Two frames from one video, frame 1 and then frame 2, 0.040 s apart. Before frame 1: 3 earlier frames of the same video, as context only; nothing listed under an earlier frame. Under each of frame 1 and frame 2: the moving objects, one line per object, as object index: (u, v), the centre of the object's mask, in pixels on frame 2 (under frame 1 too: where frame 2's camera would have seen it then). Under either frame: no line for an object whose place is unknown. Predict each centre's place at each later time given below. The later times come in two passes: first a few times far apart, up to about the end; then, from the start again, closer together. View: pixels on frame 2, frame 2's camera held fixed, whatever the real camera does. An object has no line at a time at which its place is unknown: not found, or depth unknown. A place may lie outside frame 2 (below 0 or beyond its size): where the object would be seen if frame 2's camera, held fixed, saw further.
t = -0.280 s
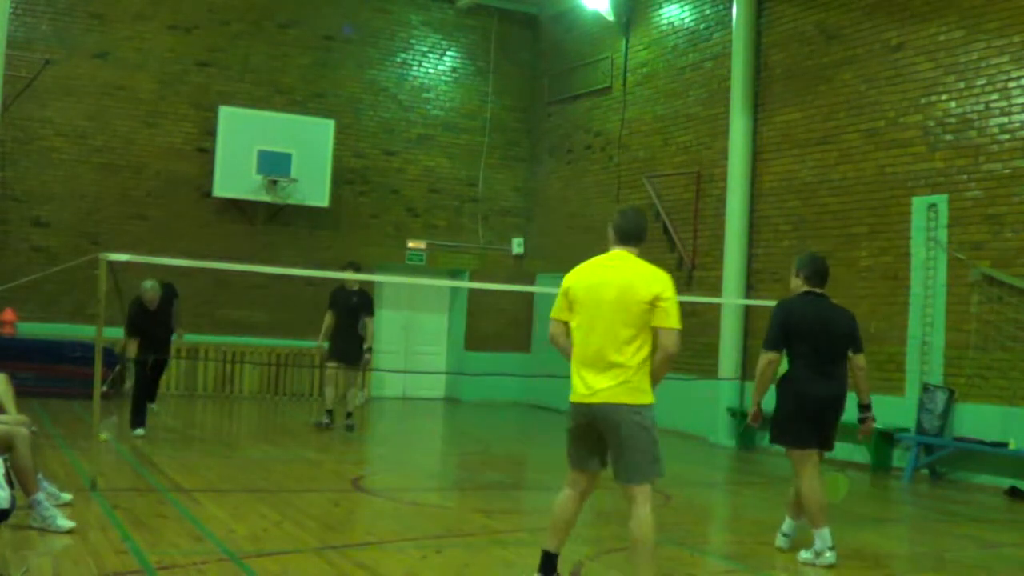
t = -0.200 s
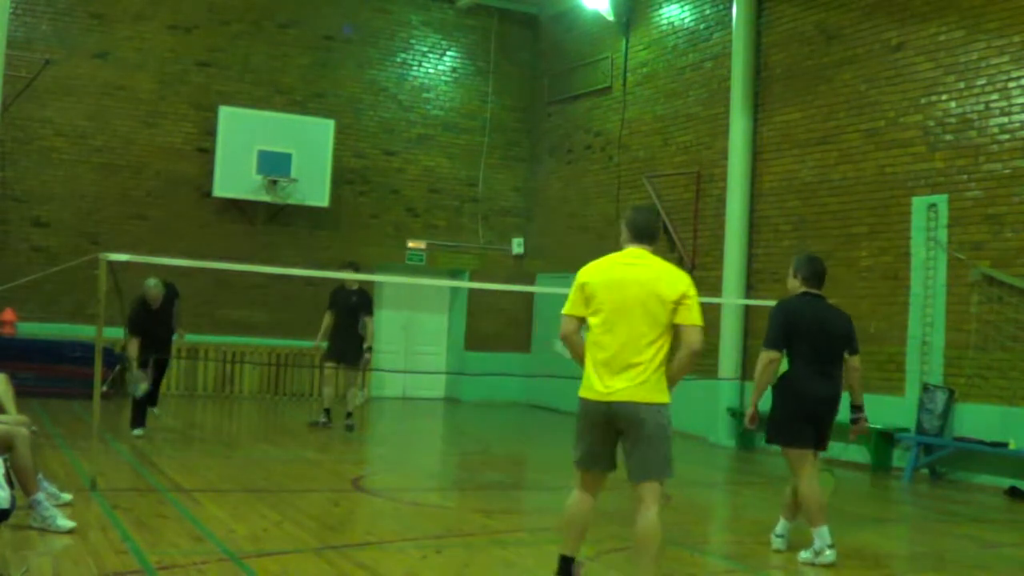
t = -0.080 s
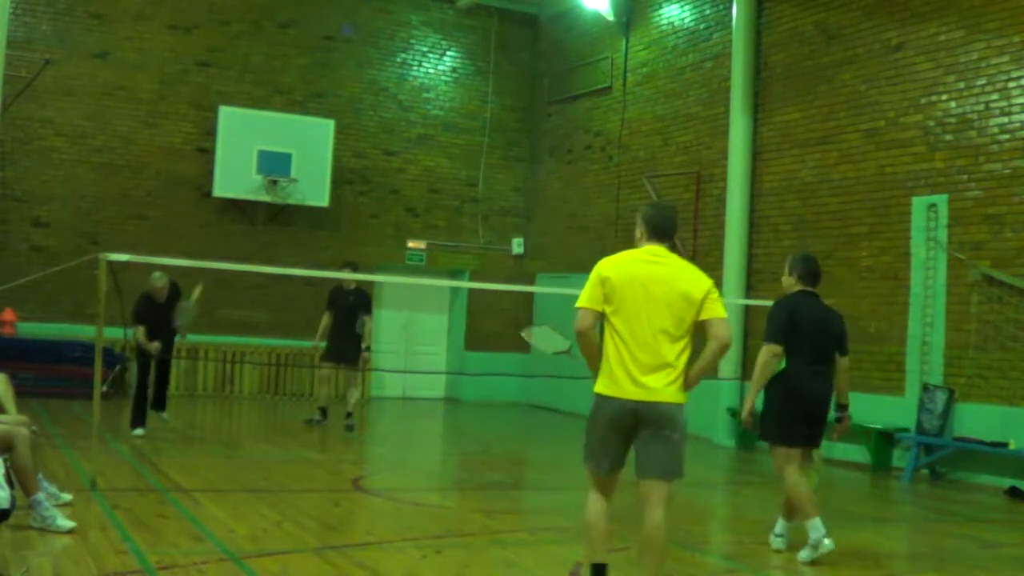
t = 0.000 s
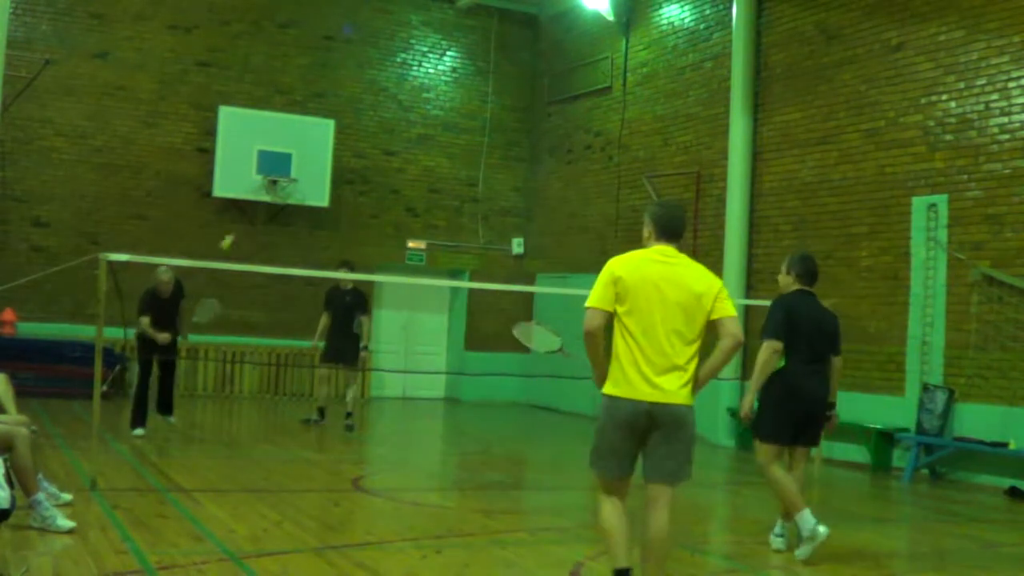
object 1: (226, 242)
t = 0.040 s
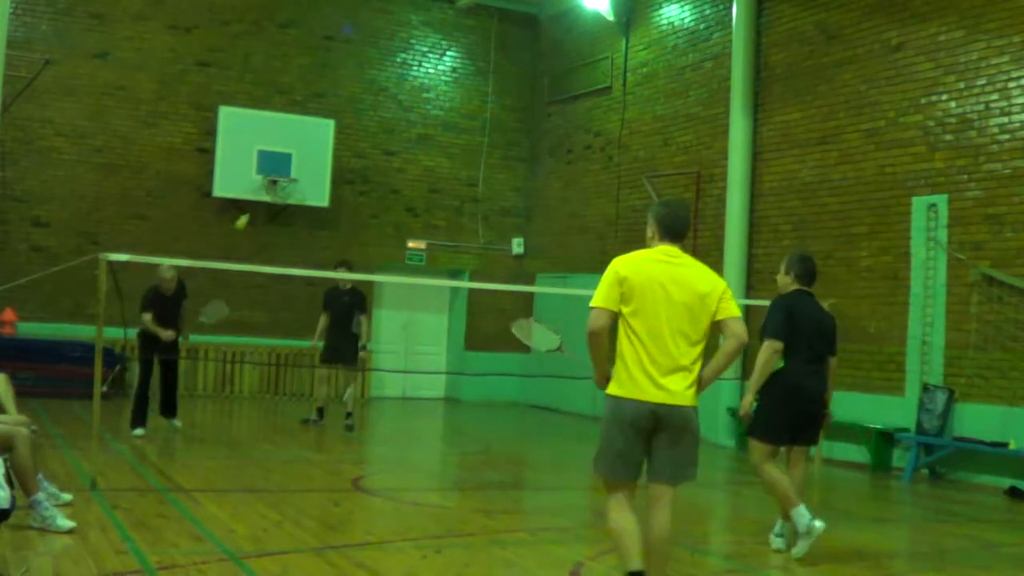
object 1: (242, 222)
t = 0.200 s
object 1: (296, 163)
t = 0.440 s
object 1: (372, 147)
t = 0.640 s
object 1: (428, 203)
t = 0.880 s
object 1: (483, 354)
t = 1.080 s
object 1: (517, 536)
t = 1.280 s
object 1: (511, 509)
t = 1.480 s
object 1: (505, 519)
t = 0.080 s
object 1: (256, 205)
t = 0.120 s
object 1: (270, 189)
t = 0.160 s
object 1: (284, 175)
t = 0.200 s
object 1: (296, 163)
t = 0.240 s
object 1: (310, 155)
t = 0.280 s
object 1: (322, 147)
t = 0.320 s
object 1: (337, 146)
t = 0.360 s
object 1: (347, 144)
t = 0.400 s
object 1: (359, 144)
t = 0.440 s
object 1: (372, 147)
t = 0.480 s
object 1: (383, 153)
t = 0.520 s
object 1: (395, 161)
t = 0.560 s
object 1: (407, 172)
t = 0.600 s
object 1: (417, 187)
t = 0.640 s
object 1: (428, 203)
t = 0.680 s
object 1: (438, 222)
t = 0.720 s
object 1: (448, 244)
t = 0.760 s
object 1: (457, 268)
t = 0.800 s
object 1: (466, 295)
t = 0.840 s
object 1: (474, 324)
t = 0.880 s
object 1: (483, 354)
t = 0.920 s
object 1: (490, 387)
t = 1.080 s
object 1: (517, 536)
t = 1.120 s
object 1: (518, 545)
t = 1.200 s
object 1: (514, 519)
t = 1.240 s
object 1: (511, 512)
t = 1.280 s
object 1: (511, 509)
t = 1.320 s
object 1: (510, 507)
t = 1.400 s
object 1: (508, 508)
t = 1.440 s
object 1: (506, 511)
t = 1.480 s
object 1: (505, 519)
